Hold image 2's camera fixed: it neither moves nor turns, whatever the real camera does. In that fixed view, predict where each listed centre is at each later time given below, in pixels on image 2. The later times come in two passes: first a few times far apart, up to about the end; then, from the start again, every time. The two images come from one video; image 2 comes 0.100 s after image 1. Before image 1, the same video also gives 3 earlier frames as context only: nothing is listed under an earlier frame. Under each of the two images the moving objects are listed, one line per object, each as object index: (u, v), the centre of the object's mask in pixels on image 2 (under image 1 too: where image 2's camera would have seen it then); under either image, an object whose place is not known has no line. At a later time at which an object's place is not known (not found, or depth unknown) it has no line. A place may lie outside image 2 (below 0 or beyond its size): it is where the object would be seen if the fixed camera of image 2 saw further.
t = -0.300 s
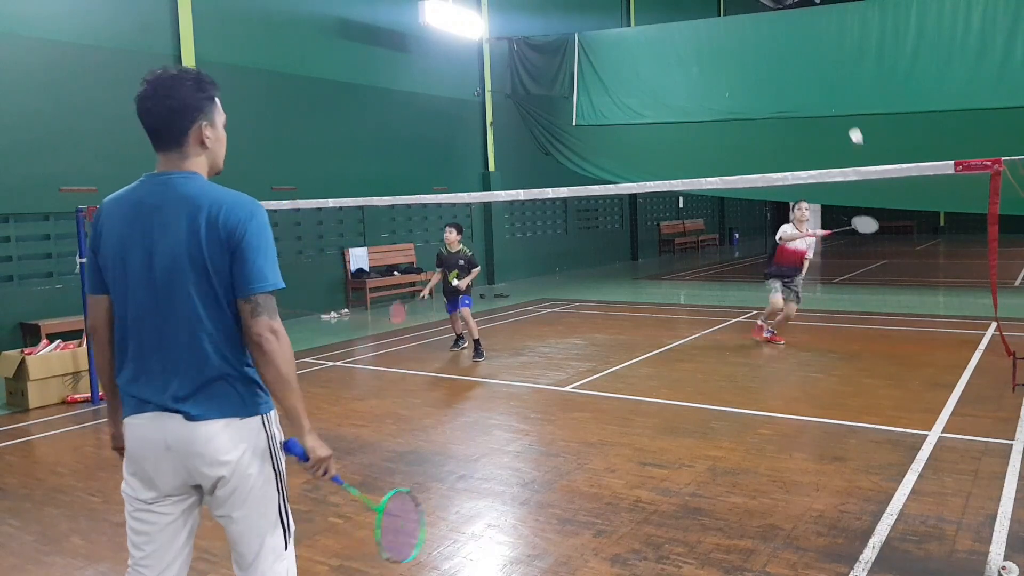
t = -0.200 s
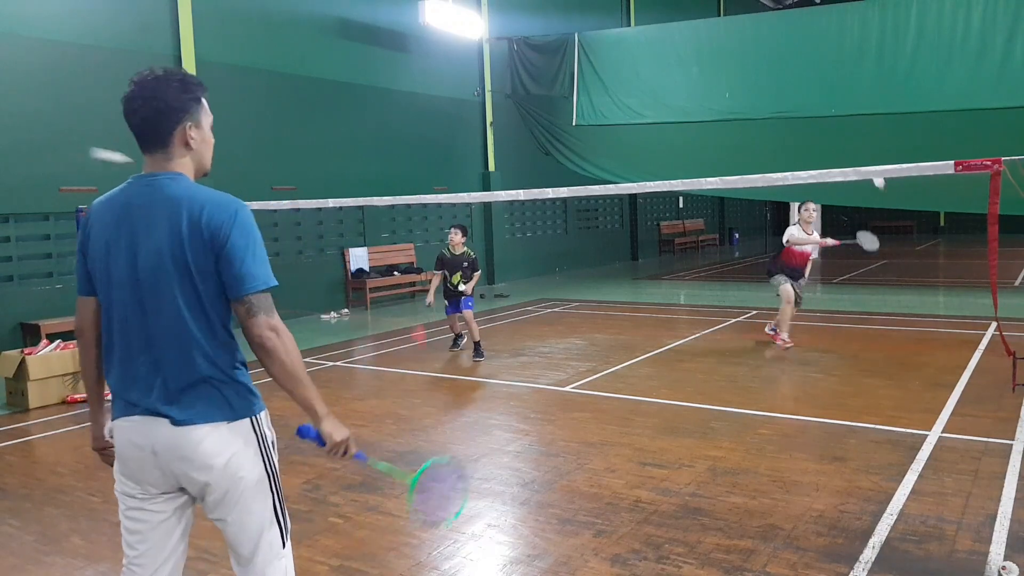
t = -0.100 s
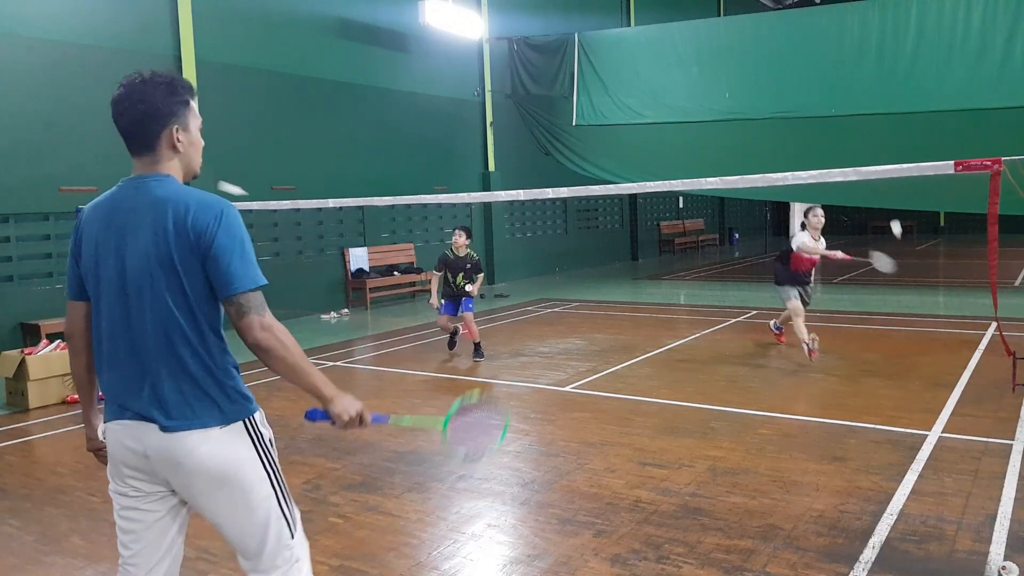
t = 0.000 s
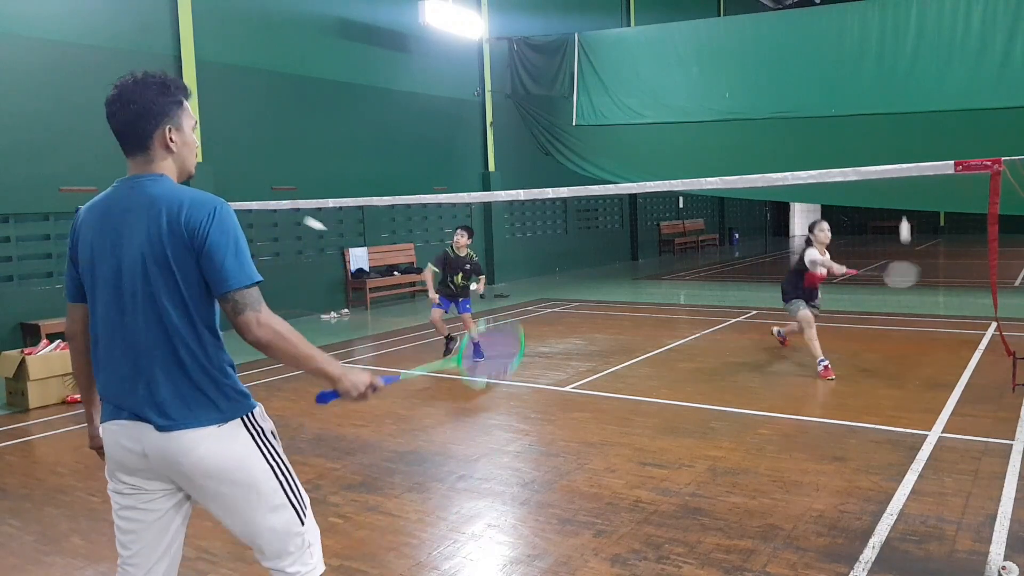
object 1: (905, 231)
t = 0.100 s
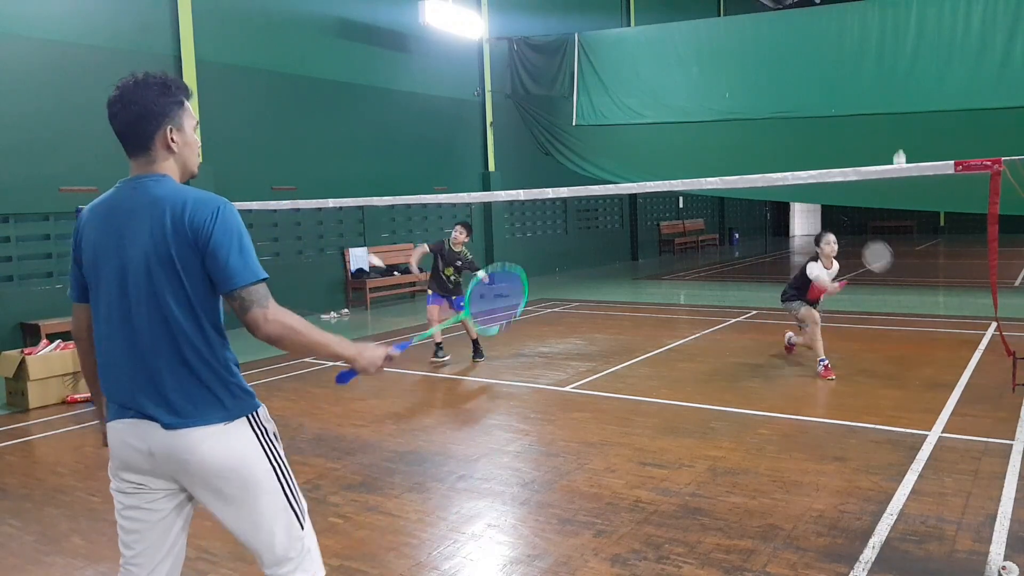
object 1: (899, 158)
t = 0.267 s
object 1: (896, 73)
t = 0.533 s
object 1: (883, 31)
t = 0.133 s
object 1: (900, 142)
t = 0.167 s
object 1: (900, 123)
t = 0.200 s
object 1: (900, 105)
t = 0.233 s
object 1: (898, 88)
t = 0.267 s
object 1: (896, 73)
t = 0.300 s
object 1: (894, 58)
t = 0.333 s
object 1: (894, 46)
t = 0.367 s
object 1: (894, 35)
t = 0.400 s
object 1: (893, 27)
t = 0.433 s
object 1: (891, 23)
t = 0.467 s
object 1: (888, 22)
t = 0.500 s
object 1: (885, 24)
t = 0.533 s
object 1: (883, 31)
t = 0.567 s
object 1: (881, 43)
